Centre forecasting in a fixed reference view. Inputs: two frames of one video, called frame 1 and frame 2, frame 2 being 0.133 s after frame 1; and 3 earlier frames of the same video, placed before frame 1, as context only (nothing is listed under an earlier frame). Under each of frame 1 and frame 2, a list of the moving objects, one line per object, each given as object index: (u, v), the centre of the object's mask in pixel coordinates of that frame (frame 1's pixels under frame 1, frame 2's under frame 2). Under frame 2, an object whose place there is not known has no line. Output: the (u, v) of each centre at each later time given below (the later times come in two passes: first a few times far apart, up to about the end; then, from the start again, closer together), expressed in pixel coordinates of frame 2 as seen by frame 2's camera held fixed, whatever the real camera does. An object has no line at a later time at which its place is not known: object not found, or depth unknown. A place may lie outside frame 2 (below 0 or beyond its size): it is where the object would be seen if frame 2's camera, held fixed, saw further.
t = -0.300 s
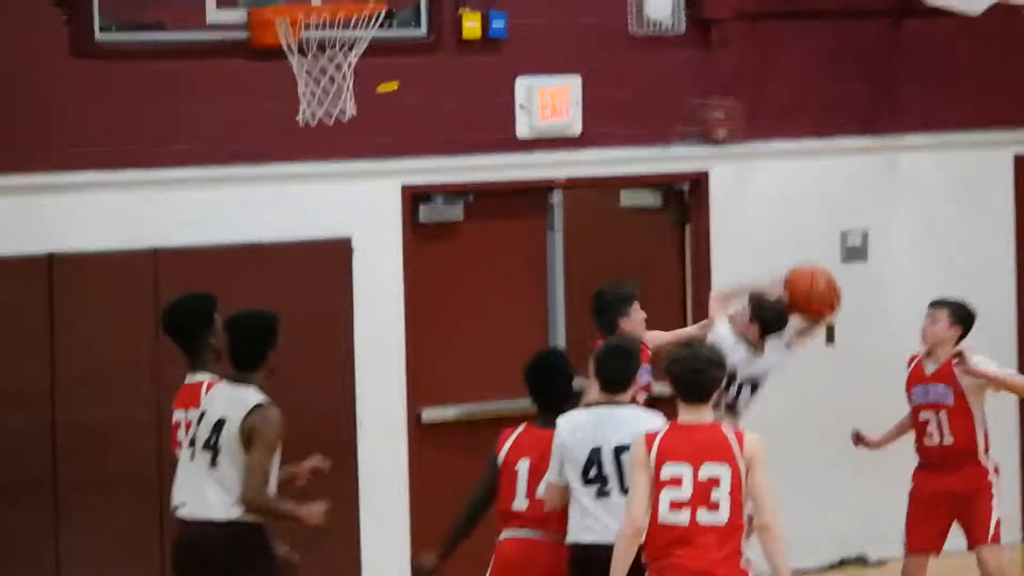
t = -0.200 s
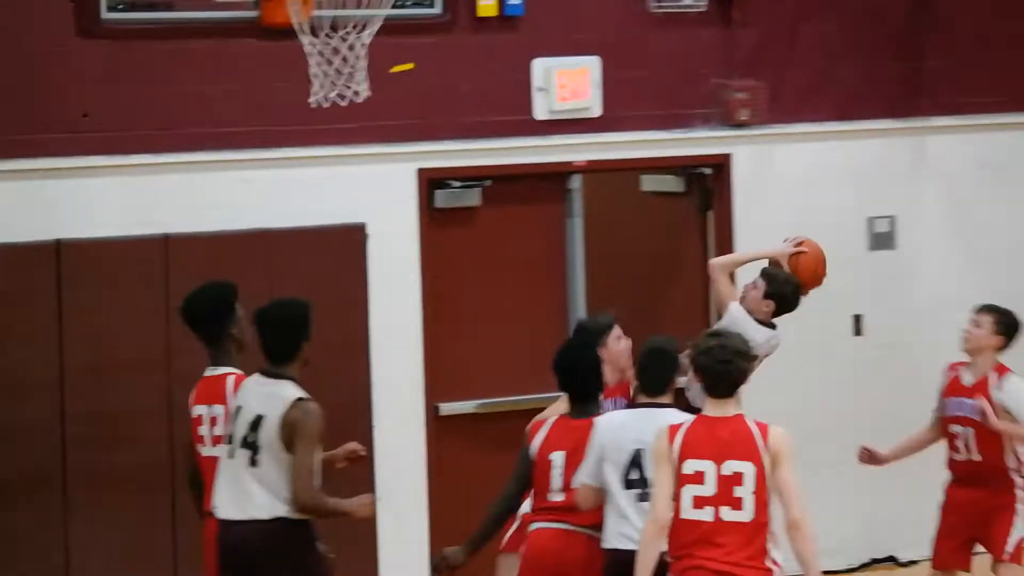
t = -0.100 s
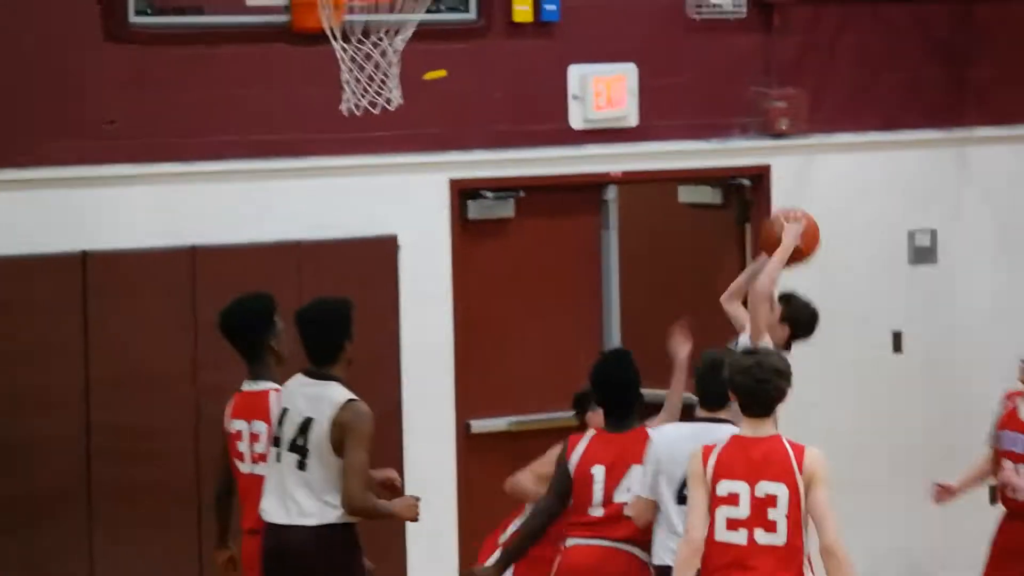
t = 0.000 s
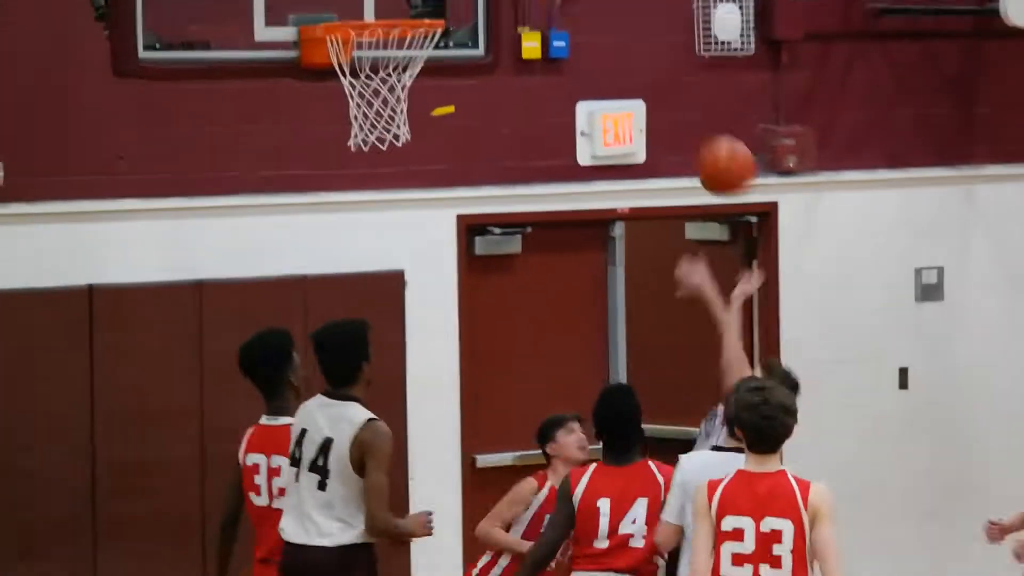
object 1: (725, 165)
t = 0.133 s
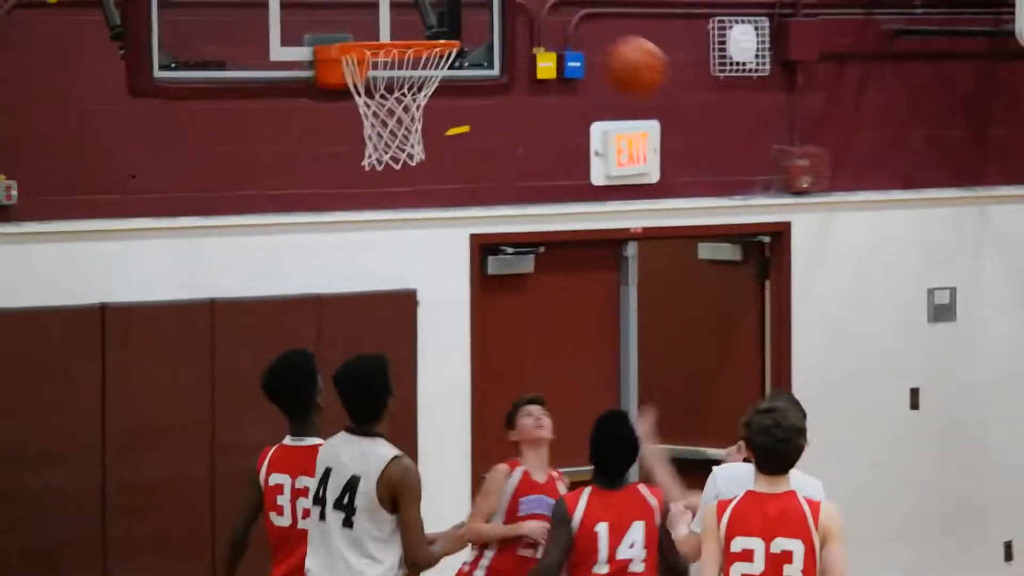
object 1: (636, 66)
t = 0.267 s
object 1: (529, -3)
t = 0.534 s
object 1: (428, -25)
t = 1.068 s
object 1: (351, 323)
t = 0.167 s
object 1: (608, 42)
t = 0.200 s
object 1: (584, 20)
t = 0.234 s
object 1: (556, 7)
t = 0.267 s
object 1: (529, -3)
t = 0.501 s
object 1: (429, -30)
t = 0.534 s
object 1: (428, -25)
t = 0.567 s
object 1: (429, -22)
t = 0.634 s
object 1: (427, 1)
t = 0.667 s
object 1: (426, 16)
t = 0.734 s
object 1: (418, 58)
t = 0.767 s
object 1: (410, 75)
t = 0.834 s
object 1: (396, 120)
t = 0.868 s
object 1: (387, 142)
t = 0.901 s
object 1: (381, 167)
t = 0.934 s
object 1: (377, 190)
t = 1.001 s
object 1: (363, 258)
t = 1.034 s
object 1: (356, 295)
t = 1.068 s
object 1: (351, 323)
